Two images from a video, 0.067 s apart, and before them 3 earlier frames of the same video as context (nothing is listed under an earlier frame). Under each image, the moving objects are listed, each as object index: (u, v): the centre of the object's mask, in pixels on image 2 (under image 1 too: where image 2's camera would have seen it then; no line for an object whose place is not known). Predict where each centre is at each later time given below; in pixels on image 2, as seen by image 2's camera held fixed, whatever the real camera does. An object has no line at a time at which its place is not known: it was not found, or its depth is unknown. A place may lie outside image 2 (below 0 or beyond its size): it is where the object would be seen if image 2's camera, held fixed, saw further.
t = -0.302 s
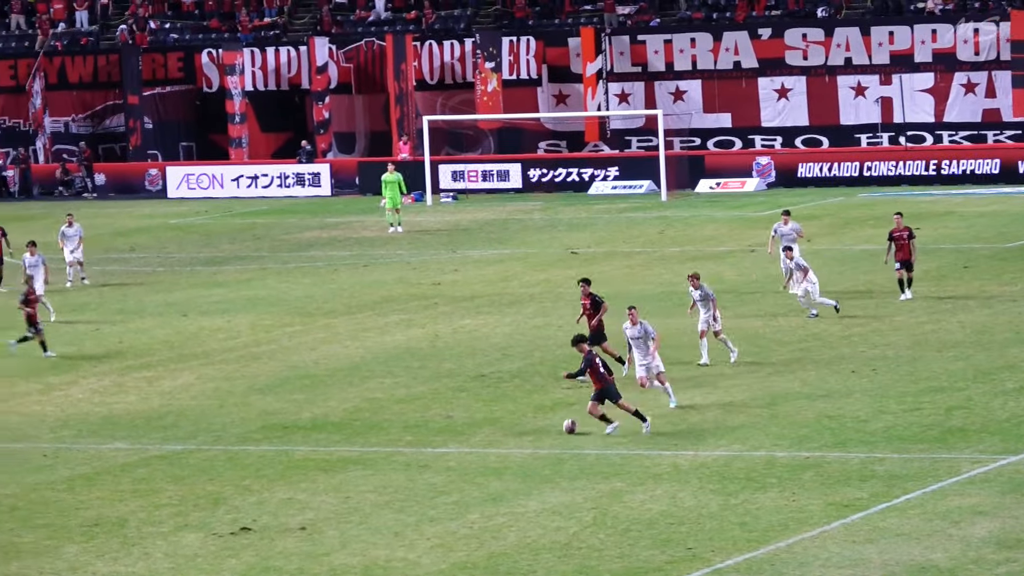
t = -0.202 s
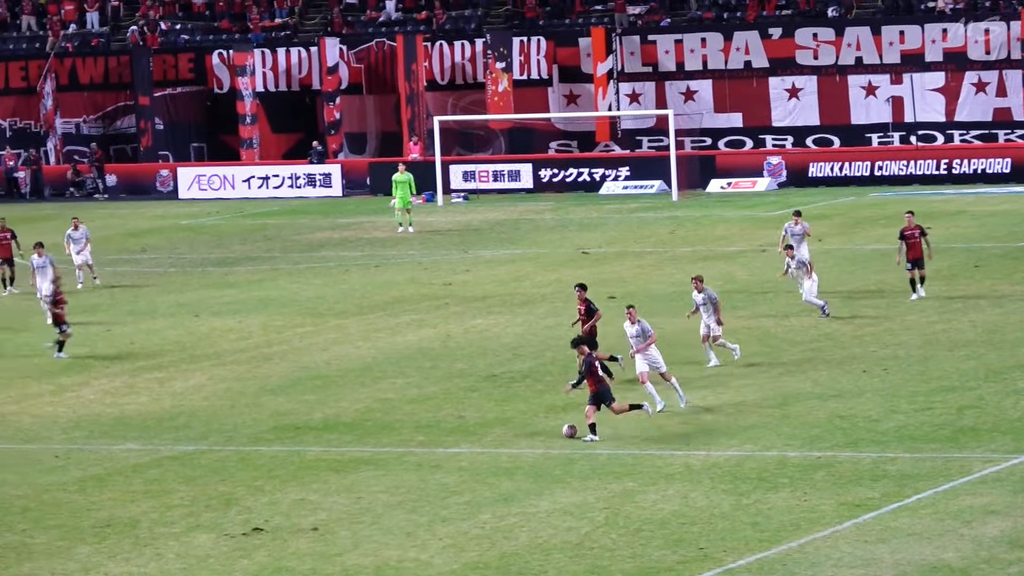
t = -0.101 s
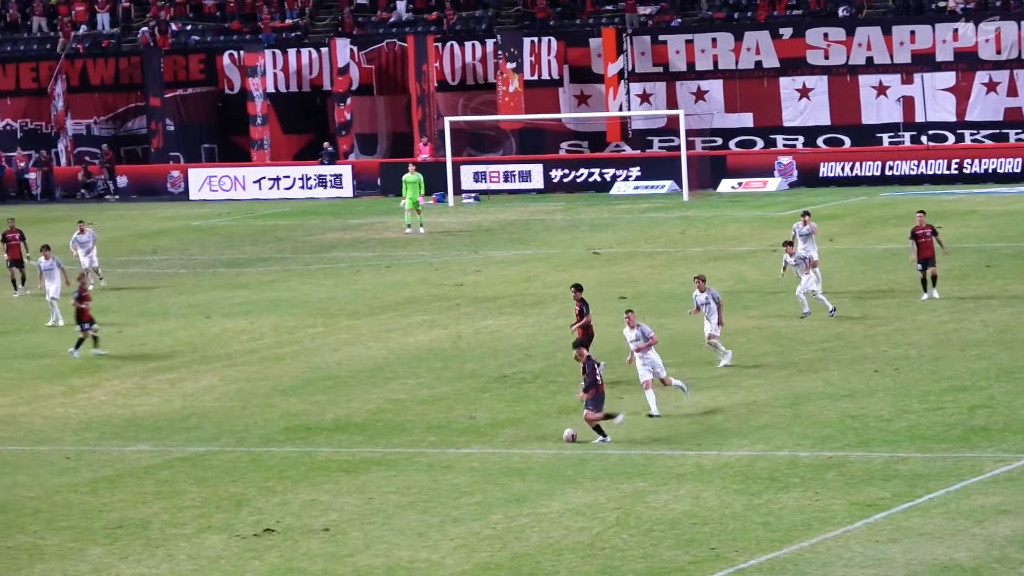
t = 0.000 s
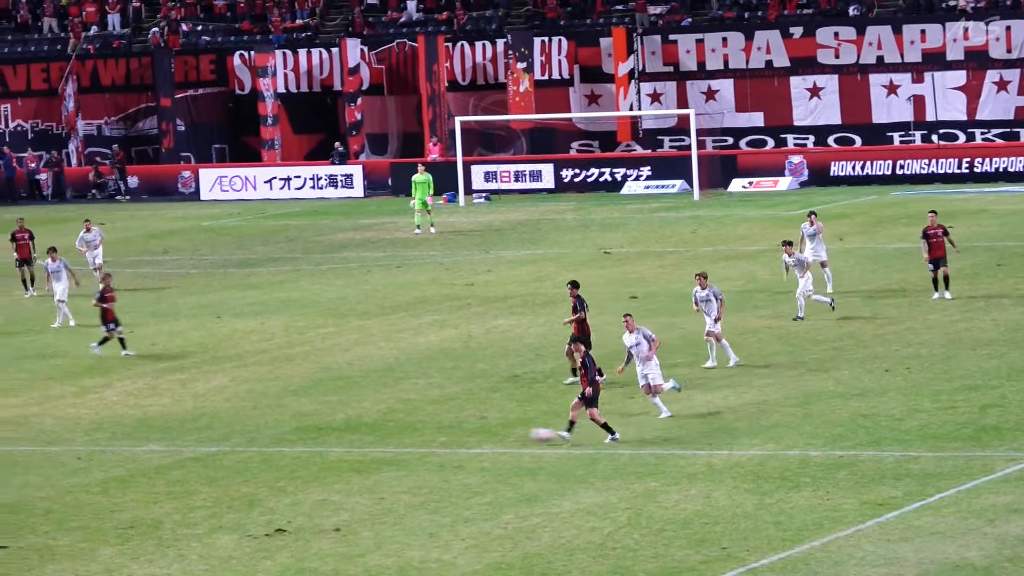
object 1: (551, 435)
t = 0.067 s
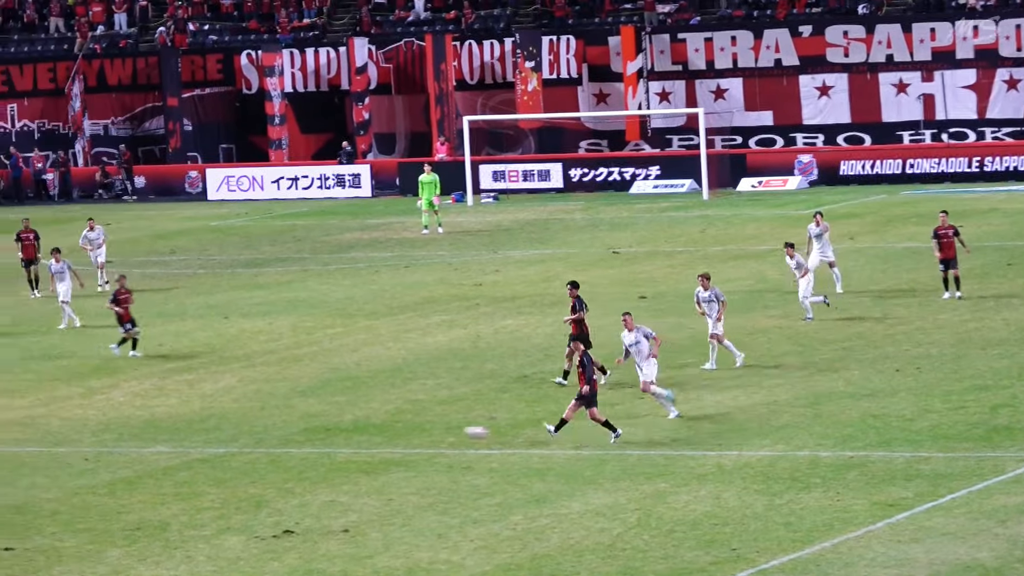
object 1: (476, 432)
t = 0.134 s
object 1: (403, 433)
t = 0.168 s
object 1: (367, 434)
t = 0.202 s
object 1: (330, 435)
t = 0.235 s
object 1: (295, 438)
